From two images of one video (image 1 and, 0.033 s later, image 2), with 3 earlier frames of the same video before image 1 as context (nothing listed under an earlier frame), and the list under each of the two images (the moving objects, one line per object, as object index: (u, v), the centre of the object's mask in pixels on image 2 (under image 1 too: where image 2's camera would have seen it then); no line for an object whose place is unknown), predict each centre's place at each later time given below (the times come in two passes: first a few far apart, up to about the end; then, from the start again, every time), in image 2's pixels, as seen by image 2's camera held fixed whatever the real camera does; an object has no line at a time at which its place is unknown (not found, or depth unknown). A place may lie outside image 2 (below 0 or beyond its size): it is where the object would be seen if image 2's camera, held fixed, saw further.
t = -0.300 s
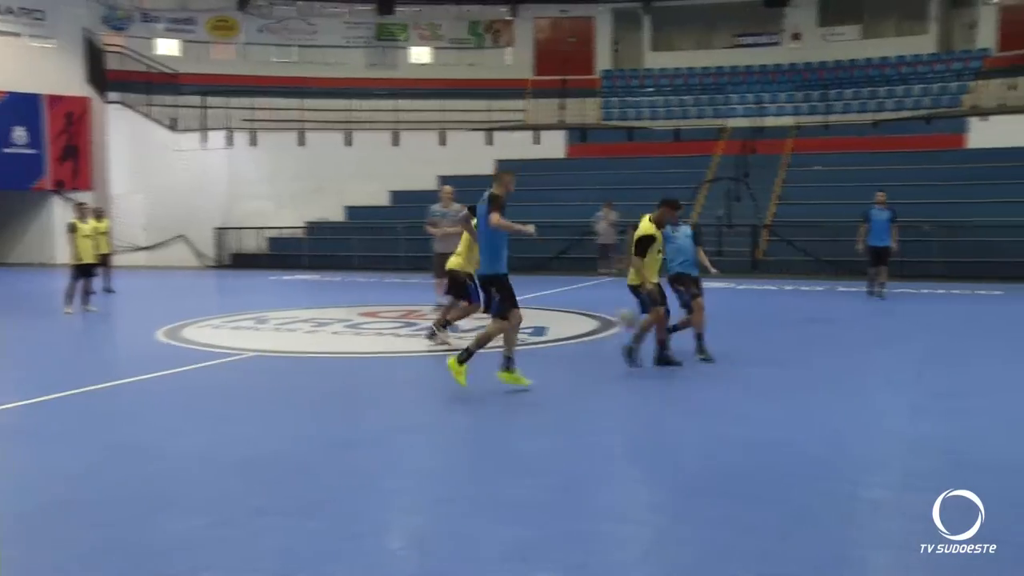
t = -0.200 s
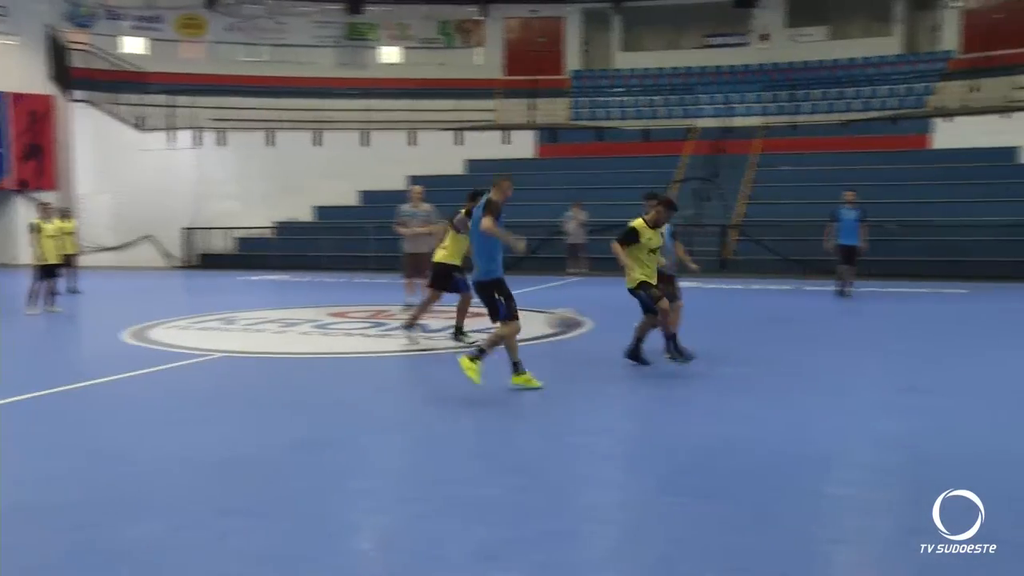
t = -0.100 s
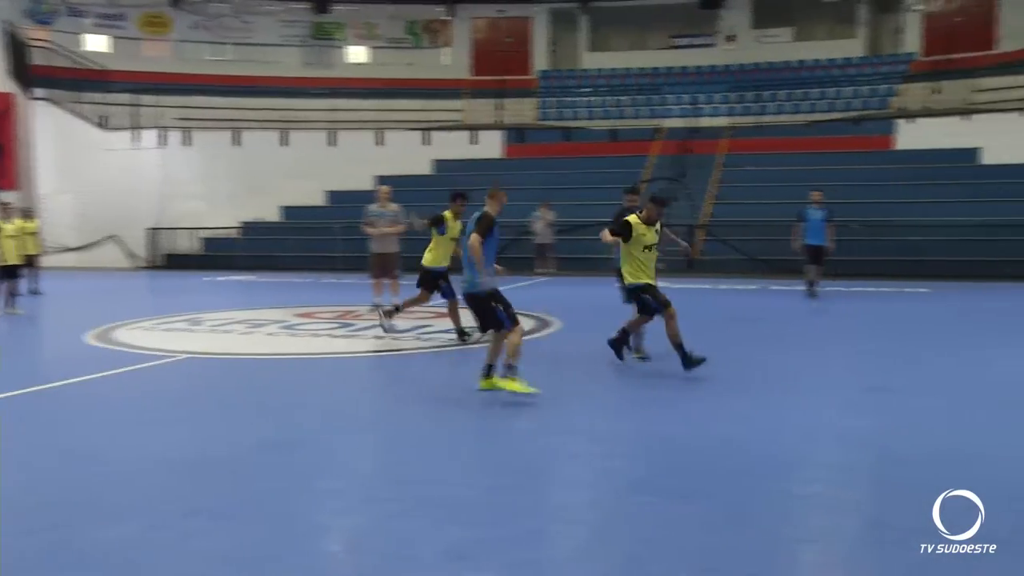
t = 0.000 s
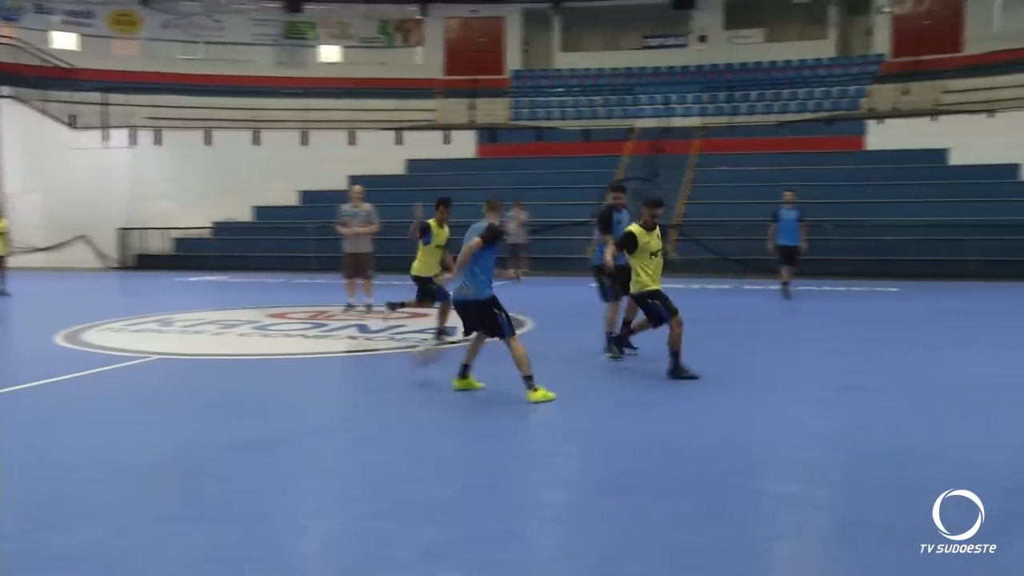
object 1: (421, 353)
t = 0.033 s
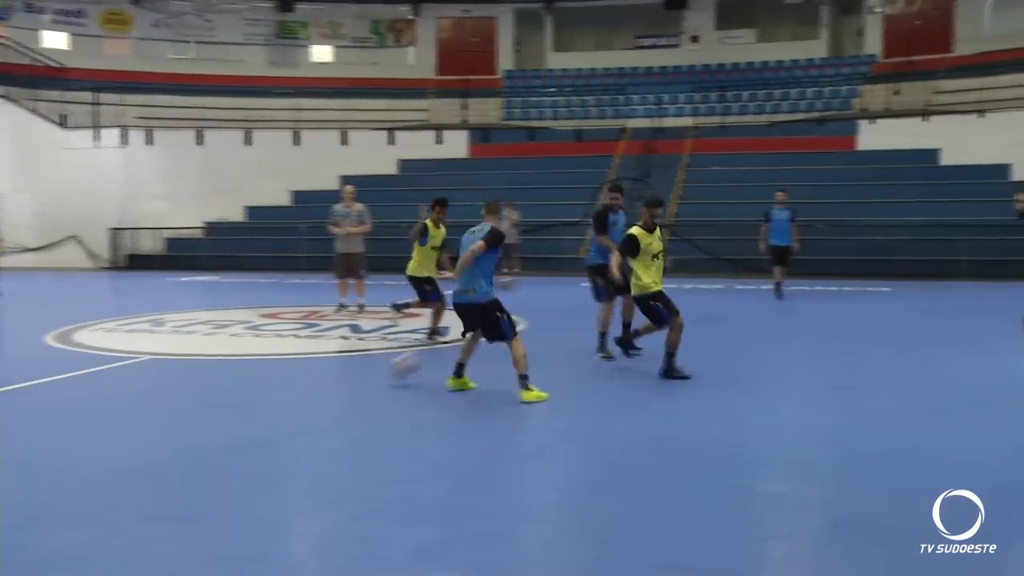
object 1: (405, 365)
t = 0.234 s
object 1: (340, 365)
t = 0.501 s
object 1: (260, 387)
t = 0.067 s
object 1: (390, 375)
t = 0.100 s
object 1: (379, 371)
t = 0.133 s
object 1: (369, 368)
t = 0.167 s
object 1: (357, 366)
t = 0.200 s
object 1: (349, 364)
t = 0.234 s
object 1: (340, 365)
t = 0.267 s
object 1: (330, 367)
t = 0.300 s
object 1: (320, 370)
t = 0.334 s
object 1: (311, 375)
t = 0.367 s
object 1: (301, 381)
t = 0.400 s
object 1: (291, 388)
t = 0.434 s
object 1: (279, 387)
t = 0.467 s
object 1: (270, 387)
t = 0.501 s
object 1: (260, 387)
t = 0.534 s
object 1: (248, 389)
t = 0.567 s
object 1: (235, 391)
